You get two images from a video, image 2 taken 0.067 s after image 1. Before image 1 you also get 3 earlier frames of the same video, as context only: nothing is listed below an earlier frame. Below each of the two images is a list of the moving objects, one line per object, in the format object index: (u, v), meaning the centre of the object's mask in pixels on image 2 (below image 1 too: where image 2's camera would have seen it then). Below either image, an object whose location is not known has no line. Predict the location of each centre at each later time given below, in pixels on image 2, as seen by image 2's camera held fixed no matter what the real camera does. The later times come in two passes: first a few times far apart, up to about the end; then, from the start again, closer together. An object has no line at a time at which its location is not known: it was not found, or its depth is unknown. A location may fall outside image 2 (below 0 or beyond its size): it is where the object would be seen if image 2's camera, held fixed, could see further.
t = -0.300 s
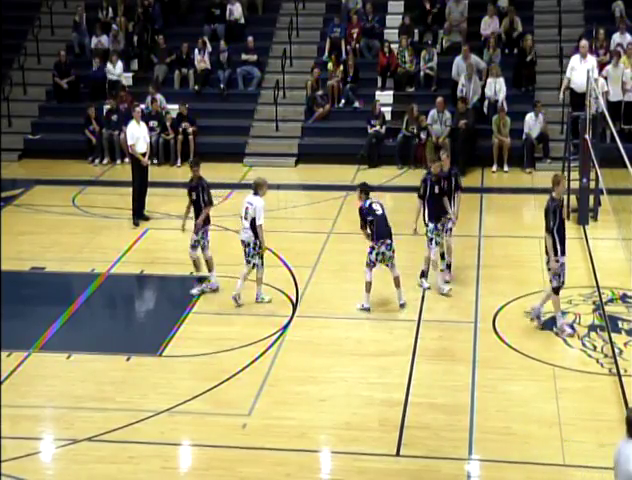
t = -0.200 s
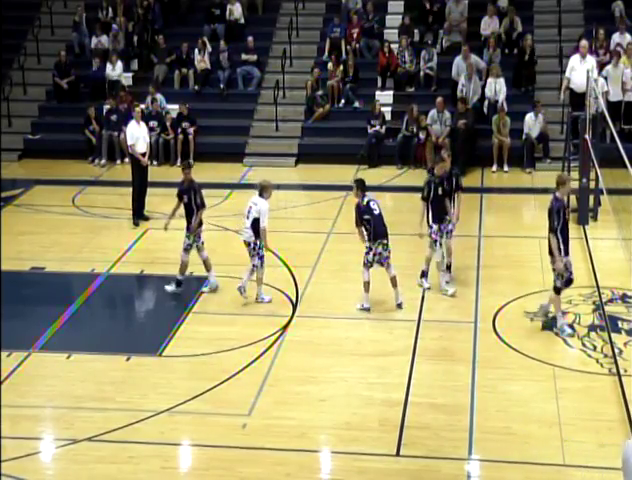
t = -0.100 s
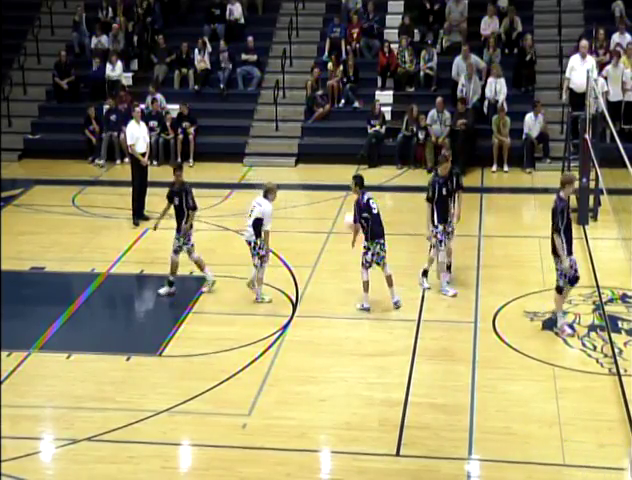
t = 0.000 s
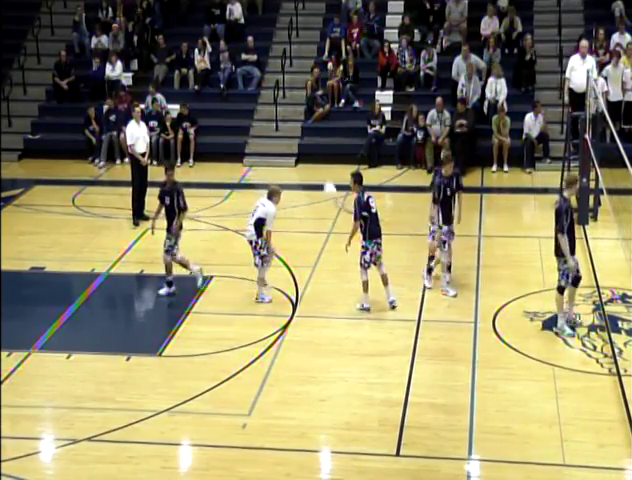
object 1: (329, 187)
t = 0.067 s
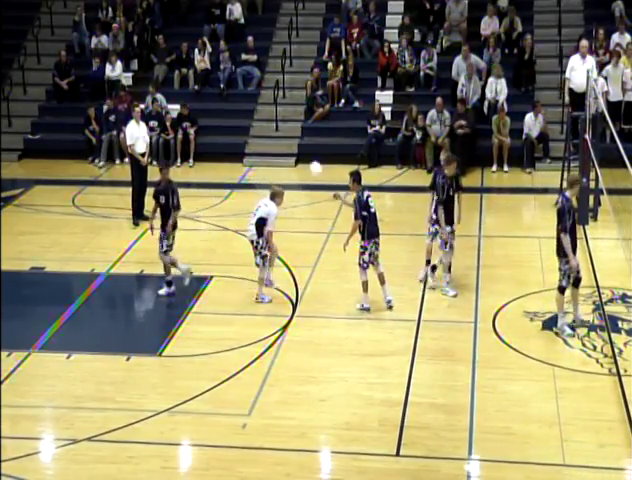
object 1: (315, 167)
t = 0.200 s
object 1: (288, 136)
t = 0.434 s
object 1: (241, 110)
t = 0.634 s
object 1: (202, 118)
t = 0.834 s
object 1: (164, 156)
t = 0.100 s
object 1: (308, 158)
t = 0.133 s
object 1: (302, 152)
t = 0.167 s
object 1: (295, 144)
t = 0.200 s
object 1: (288, 136)
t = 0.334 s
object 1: (261, 115)
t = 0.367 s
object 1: (254, 113)
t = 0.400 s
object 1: (248, 111)
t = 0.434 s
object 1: (241, 110)
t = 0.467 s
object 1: (234, 109)
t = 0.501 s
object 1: (227, 109)
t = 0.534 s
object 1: (221, 110)
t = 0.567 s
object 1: (215, 112)
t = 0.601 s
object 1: (208, 114)
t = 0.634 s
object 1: (202, 118)
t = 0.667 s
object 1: (195, 123)
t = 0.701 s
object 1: (189, 128)
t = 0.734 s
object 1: (183, 134)
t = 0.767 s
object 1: (176, 141)
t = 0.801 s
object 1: (170, 149)
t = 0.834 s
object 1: (164, 156)
